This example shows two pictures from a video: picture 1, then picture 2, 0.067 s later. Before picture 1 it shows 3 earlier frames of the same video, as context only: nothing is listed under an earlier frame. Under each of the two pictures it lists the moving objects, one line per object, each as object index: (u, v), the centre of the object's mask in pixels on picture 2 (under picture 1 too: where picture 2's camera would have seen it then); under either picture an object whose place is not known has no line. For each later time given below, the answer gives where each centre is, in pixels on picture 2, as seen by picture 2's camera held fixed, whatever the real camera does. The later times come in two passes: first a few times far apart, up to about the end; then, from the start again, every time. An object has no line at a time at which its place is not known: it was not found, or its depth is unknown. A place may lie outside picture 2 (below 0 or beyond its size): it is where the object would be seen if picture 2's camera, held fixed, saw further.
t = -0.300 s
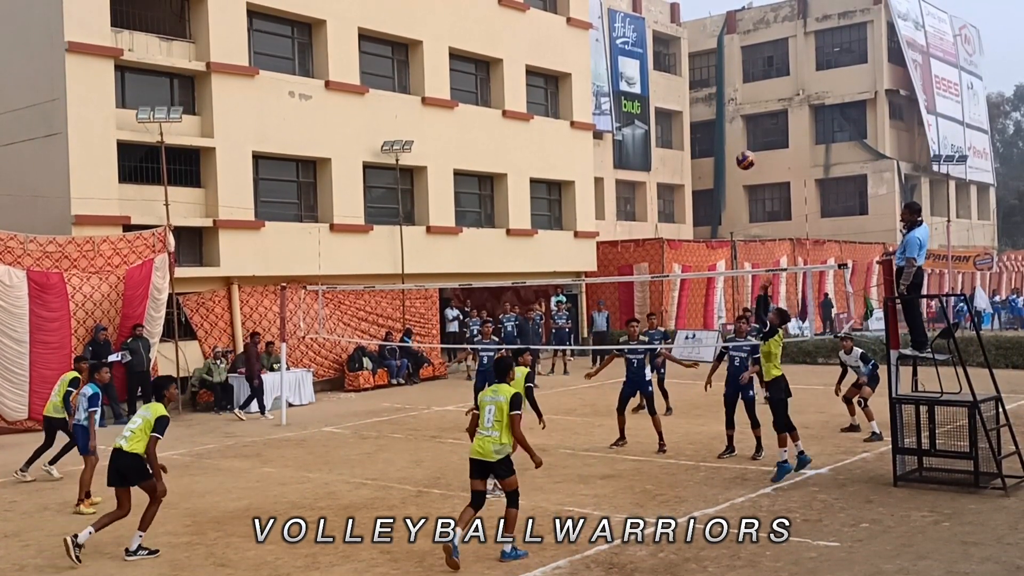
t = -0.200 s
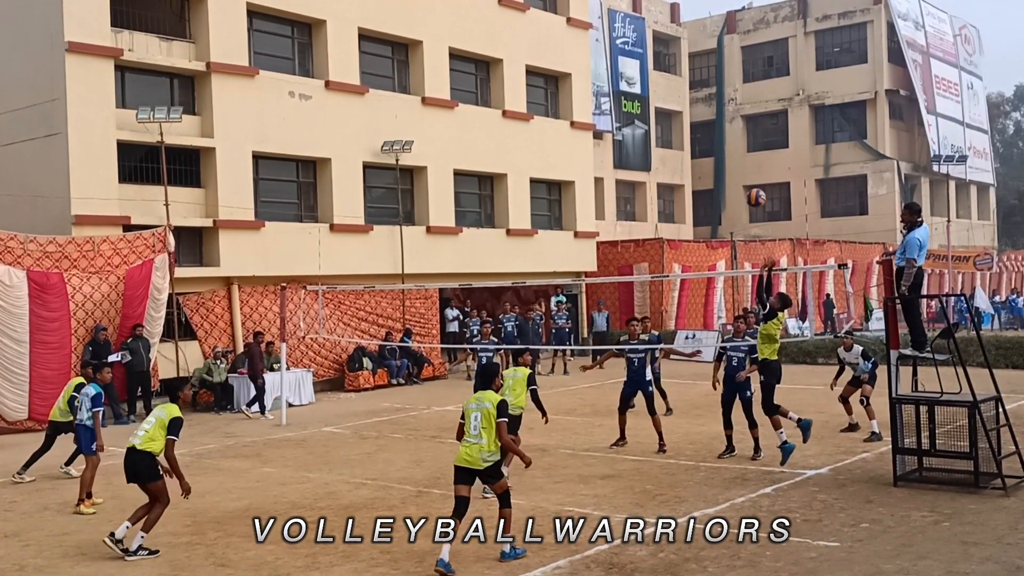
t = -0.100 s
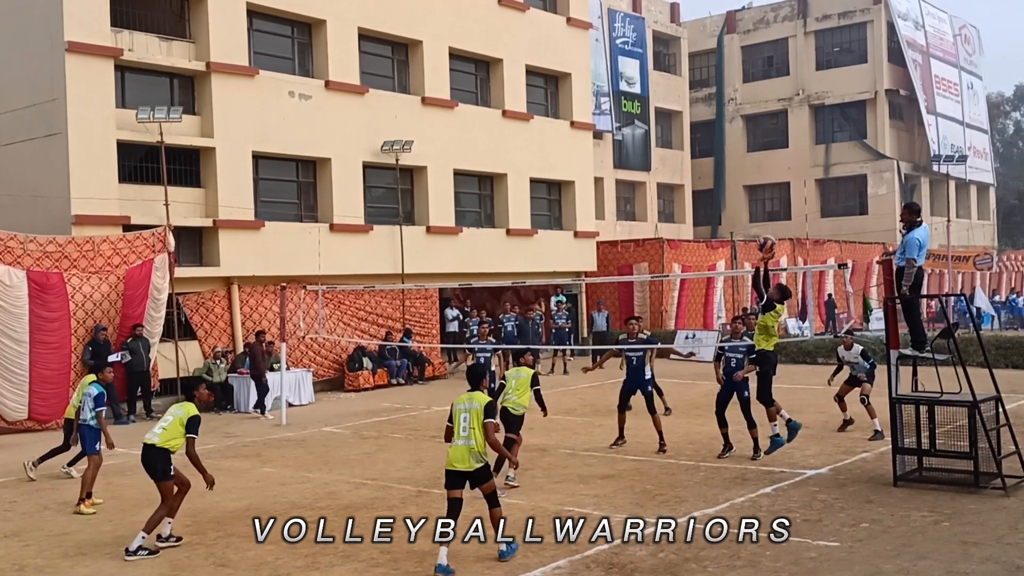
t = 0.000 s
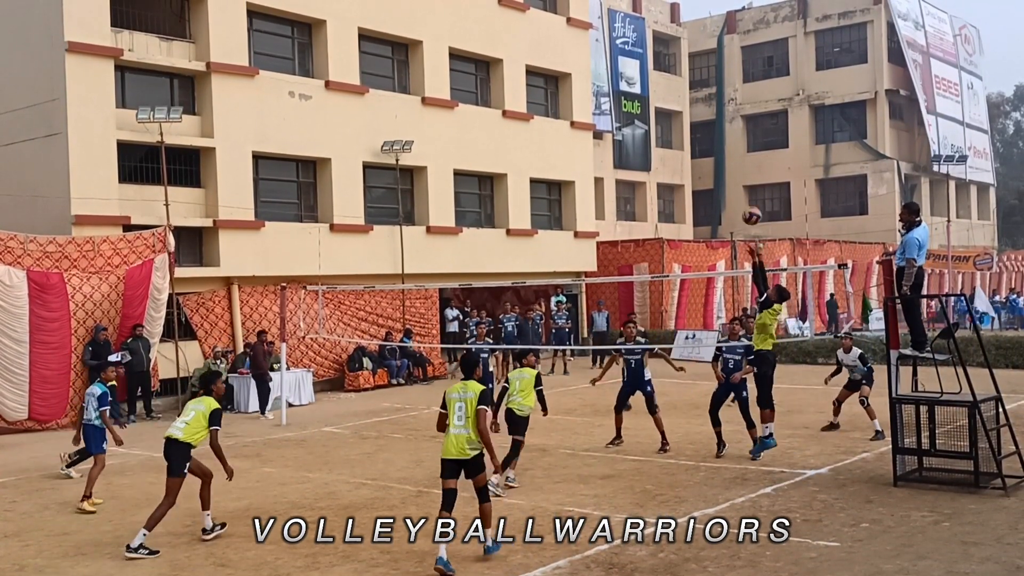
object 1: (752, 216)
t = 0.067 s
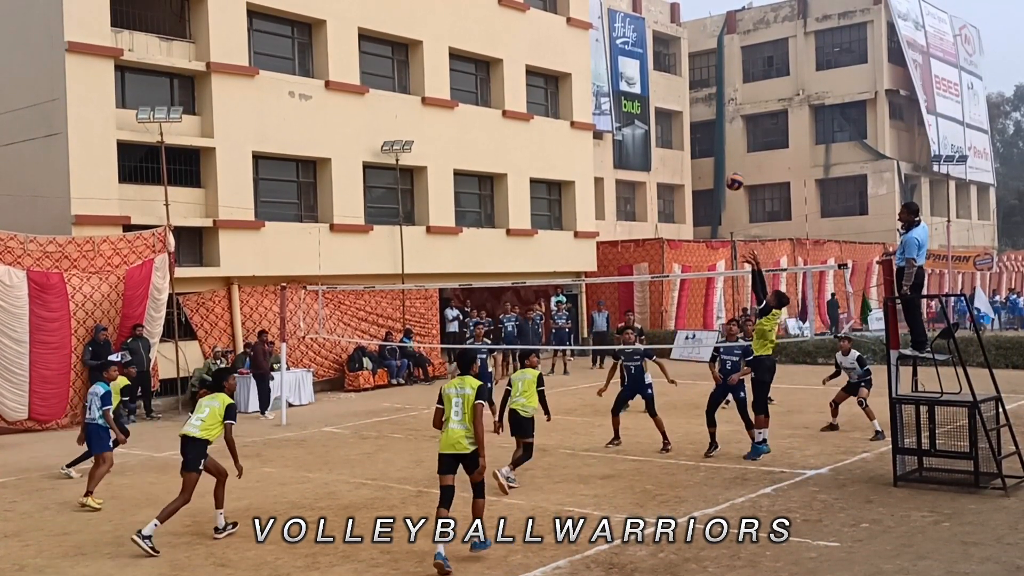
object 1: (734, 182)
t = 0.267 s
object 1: (686, 103)
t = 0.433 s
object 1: (648, 67)
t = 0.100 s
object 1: (726, 165)
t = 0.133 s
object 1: (717, 150)
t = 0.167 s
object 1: (710, 137)
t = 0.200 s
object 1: (702, 125)
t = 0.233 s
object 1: (693, 114)
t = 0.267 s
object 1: (686, 103)
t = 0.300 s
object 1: (678, 94)
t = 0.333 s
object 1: (670, 86)
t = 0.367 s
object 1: (663, 78)
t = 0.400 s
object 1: (656, 72)
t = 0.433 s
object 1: (648, 67)
